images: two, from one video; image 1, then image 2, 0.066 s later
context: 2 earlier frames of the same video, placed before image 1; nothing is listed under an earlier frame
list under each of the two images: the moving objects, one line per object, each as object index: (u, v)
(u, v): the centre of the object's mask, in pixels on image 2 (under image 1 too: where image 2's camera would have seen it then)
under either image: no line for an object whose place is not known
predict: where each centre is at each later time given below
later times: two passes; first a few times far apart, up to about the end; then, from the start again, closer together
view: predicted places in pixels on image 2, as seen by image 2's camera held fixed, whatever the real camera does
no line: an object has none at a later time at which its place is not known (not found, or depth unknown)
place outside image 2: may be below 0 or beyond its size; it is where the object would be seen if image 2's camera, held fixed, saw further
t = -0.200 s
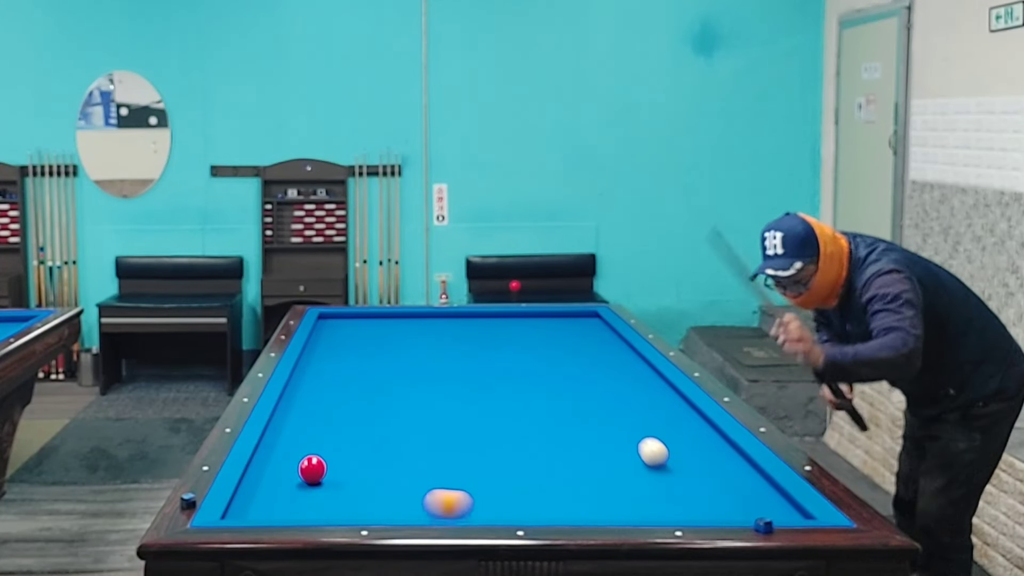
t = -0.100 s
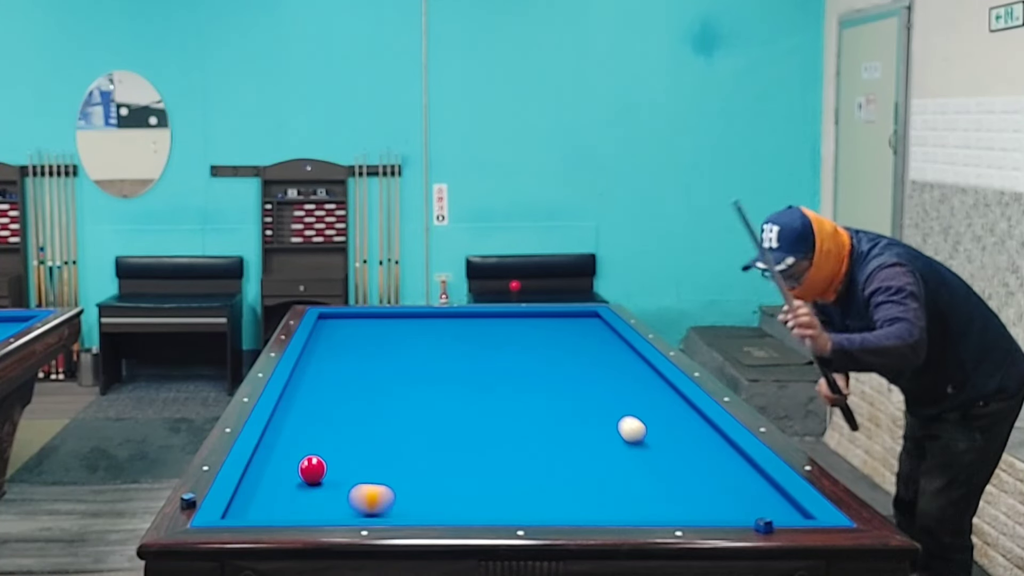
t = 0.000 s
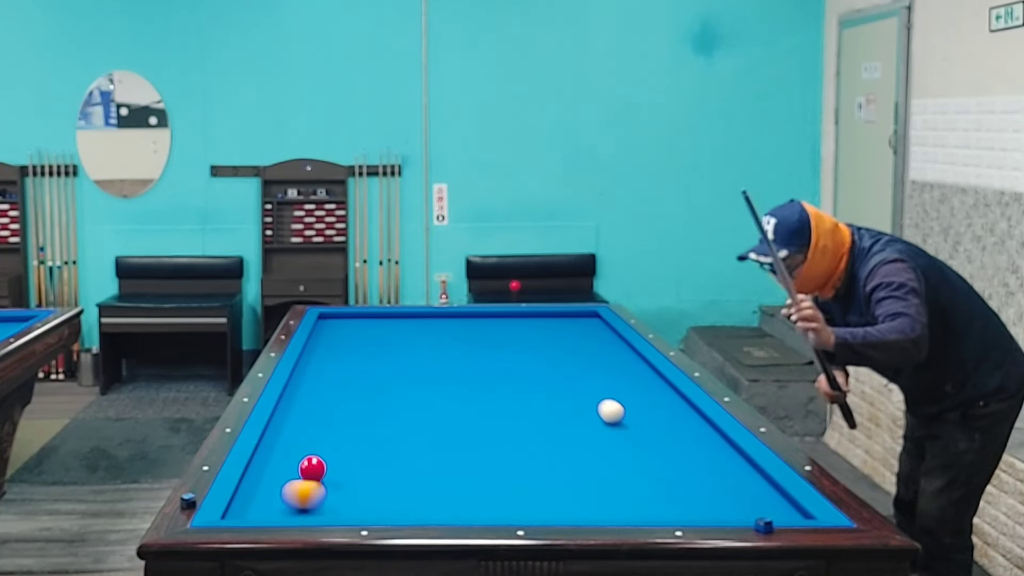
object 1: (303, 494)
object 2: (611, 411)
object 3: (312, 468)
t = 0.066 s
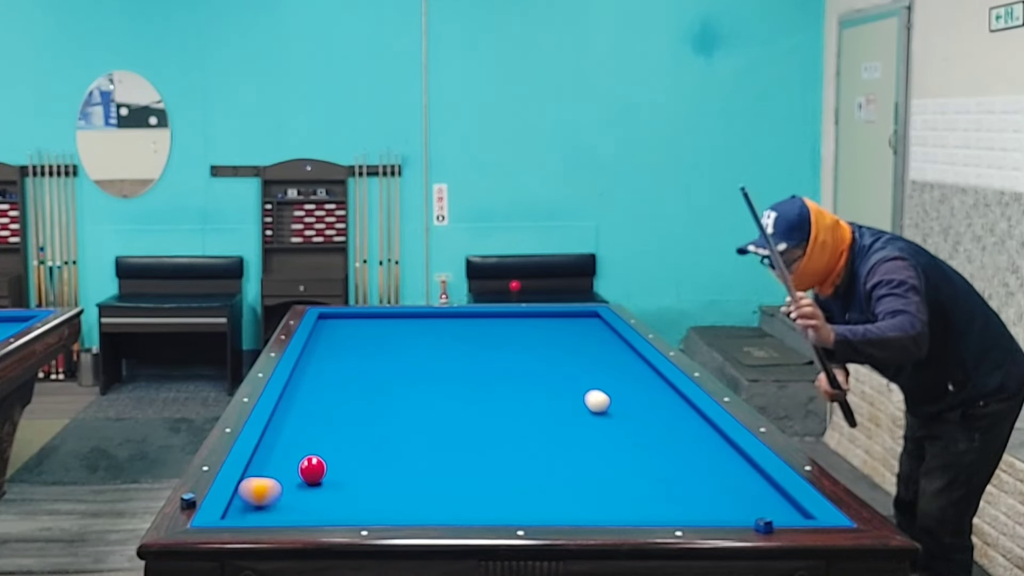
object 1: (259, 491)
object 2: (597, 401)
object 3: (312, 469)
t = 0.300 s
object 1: (343, 481)
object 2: (548, 375)
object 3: (312, 469)
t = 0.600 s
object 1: (446, 470)
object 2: (495, 350)
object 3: (312, 469)
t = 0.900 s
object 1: (542, 460)
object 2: (452, 330)
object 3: (312, 469)
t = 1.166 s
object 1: (622, 451)
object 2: (420, 315)
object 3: (312, 469)
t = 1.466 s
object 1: (706, 443)
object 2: (399, 321)
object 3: (312, 469)
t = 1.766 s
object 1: (677, 438)
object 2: (377, 329)
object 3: (312, 469)
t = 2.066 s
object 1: (630, 433)
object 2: (354, 338)
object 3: (312, 469)
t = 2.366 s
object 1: (585, 429)
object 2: (330, 348)
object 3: (312, 469)
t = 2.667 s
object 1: (544, 426)
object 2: (306, 359)
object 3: (312, 469)
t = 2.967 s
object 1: (505, 422)
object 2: (314, 368)
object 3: (312, 469)
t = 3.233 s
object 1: (473, 419)
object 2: (321, 377)
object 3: (312, 469)
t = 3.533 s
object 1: (438, 417)
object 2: (329, 388)
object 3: (312, 469)
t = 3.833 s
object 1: (406, 414)
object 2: (337, 399)
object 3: (312, 469)
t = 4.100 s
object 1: (379, 412)
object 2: (345, 409)
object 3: (312, 469)
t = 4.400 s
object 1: (361, 408)
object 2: (344, 423)
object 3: (312, 469)
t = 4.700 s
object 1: (347, 406)
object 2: (339, 436)
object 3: (312, 469)
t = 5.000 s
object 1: (336, 403)
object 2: (333, 452)
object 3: (312, 469)
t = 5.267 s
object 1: (326, 401)
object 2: (333, 464)
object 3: (307, 472)
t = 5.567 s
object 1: (316, 399)
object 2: (347, 470)
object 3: (291, 480)
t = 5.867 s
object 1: (308, 397)
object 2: (360, 476)
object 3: (276, 487)
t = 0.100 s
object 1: (253, 490)
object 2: (590, 397)
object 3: (312, 469)
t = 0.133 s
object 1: (270, 488)
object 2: (583, 392)
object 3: (312, 469)
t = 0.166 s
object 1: (287, 487)
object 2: (576, 389)
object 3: (313, 469)
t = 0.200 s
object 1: (302, 485)
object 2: (569, 385)
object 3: (313, 465)
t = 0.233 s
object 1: (317, 484)
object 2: (562, 381)
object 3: (311, 464)
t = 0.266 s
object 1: (331, 483)
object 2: (555, 378)
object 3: (310, 467)
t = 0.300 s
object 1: (343, 481)
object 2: (548, 375)
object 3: (312, 469)
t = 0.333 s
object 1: (355, 480)
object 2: (542, 372)
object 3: (312, 469)
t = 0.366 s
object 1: (367, 479)
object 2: (535, 369)
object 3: (312, 469)
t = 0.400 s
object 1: (379, 477)
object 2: (529, 366)
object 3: (312, 469)
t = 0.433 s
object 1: (390, 476)
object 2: (523, 363)
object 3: (312, 469)
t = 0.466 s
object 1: (401, 475)
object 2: (517, 360)
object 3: (312, 469)
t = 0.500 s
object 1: (413, 474)
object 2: (511, 358)
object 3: (312, 469)
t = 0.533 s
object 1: (424, 472)
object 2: (506, 355)
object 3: (312, 469)
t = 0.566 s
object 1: (435, 471)
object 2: (500, 352)
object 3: (312, 469)
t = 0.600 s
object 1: (446, 470)
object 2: (495, 350)
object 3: (312, 469)
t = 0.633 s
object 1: (457, 469)
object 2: (489, 347)
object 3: (312, 469)
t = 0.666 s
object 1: (468, 468)
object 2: (484, 345)
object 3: (312, 469)
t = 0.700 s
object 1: (479, 466)
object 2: (479, 343)
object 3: (312, 469)
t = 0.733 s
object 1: (490, 465)
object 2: (475, 341)
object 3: (312, 469)
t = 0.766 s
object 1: (500, 464)
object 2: (470, 338)
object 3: (312, 469)
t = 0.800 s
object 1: (511, 463)
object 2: (465, 336)
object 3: (312, 469)
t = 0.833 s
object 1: (522, 462)
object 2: (461, 334)
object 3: (312, 469)
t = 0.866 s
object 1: (532, 461)
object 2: (456, 332)
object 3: (312, 469)
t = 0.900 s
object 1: (542, 460)
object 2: (452, 330)
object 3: (312, 469)
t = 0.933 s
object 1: (552, 459)
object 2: (448, 328)
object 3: (312, 469)
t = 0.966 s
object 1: (563, 457)
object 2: (443, 326)
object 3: (312, 469)
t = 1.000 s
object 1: (573, 457)
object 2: (439, 324)
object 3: (312, 469)
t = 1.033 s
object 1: (583, 455)
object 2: (435, 322)
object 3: (312, 469)
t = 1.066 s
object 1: (593, 455)
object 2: (432, 320)
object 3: (312, 469)
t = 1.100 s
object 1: (603, 453)
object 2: (428, 319)
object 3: (312, 469)
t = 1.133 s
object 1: (612, 452)
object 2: (424, 317)
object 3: (312, 469)
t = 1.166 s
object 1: (622, 451)
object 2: (420, 315)
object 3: (312, 469)
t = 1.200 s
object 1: (632, 450)
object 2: (417, 314)
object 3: (312, 469)
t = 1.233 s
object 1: (641, 449)
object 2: (414, 313)
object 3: (312, 469)
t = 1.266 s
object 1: (651, 449)
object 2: (411, 314)
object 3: (312, 469)
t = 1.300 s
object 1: (660, 448)
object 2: (409, 315)
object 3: (312, 469)
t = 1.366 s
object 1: (679, 446)
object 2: (405, 318)
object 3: (312, 469)
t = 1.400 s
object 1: (688, 445)
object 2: (403, 319)
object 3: (312, 469)
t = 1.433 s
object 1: (697, 444)
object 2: (401, 320)
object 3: (312, 469)
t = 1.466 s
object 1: (706, 443)
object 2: (399, 321)
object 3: (312, 469)
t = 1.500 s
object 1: (715, 442)
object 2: (396, 321)
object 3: (312, 469)
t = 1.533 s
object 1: (720, 441)
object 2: (394, 322)
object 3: (312, 469)
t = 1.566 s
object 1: (713, 441)
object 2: (392, 324)
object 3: (312, 469)
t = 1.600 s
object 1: (706, 440)
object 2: (389, 324)
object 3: (312, 469)
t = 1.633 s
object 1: (699, 440)
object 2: (387, 325)
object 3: (312, 469)
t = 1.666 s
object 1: (694, 439)
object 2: (384, 326)
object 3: (312, 469)
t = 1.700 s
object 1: (688, 439)
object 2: (382, 327)
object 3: (312, 469)
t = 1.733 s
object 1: (682, 438)
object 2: (380, 328)
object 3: (312, 469)
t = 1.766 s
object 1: (677, 438)
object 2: (377, 329)
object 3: (312, 469)
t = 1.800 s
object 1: (672, 437)
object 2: (375, 330)
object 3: (312, 469)
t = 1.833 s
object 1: (666, 437)
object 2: (372, 331)
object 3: (312, 469)
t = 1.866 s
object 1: (660, 436)
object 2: (370, 332)
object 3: (312, 469)
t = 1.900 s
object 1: (655, 436)
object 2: (367, 333)
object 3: (312, 469)
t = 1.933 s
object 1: (650, 435)
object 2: (365, 334)
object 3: (312, 469)
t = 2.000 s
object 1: (640, 434)
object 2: (360, 336)
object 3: (312, 469)
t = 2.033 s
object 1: (635, 434)
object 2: (357, 337)
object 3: (312, 469)
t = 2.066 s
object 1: (630, 433)
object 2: (354, 338)
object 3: (312, 469)
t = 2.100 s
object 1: (624, 433)
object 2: (352, 340)
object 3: (312, 469)
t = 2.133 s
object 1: (619, 432)
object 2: (349, 341)
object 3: (312, 469)
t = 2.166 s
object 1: (614, 432)
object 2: (347, 342)
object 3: (312, 469)
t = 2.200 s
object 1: (609, 432)
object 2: (344, 343)
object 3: (312, 469)
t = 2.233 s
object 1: (604, 431)
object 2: (341, 344)
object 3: (312, 469)
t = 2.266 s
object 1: (599, 431)
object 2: (339, 345)
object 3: (312, 469)
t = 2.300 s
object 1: (595, 430)
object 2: (336, 346)
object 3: (312, 469)
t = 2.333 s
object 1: (590, 430)
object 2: (333, 347)
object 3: (312, 469)
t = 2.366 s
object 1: (585, 429)
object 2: (330, 348)
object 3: (312, 469)
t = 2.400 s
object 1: (580, 429)
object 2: (328, 350)
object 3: (312, 469)
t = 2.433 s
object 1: (576, 429)
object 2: (325, 351)
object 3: (312, 469)
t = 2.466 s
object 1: (571, 428)
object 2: (322, 352)
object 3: (312, 469)
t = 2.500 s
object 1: (567, 428)
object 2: (319, 353)
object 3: (312, 469)
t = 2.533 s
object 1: (562, 427)
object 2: (316, 354)
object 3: (312, 469)
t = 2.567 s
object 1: (557, 427)
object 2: (313, 355)
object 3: (312, 469)
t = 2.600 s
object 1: (553, 426)
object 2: (311, 357)
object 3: (312, 469)
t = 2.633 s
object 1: (548, 426)
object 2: (308, 358)
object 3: (312, 469)
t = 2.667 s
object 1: (544, 426)
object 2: (306, 359)
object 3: (312, 469)
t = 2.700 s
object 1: (539, 425)
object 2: (307, 360)
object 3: (312, 469)
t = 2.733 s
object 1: (535, 425)
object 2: (308, 361)
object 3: (312, 469)
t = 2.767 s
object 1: (530, 425)
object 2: (309, 362)
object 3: (312, 469)
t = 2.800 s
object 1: (526, 424)
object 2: (309, 363)
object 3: (312, 469)
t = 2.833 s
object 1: (522, 424)
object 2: (310, 364)
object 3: (312, 469)
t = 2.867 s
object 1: (518, 423)
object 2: (311, 365)
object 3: (312, 469)
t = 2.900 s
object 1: (514, 423)
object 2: (312, 366)
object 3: (312, 469)
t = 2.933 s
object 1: (509, 423)
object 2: (313, 367)
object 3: (312, 469)
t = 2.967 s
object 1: (505, 422)
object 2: (314, 368)
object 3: (312, 469)
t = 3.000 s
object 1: (501, 422)
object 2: (314, 370)
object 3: (312, 469)
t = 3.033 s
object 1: (497, 422)
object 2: (315, 371)
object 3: (312, 469)
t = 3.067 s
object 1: (493, 421)
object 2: (316, 372)
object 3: (312, 469)
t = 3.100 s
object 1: (489, 421)
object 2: (317, 373)
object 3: (312, 469)
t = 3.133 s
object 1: (484, 421)
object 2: (318, 374)
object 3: (312, 469)
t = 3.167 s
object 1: (481, 420)
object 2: (319, 375)
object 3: (312, 469)
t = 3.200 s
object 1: (477, 420)
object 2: (320, 376)
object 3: (312, 469)
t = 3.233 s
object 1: (473, 419)
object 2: (321, 377)
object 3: (312, 469)
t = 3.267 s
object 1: (469, 419)
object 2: (321, 379)
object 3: (312, 469)
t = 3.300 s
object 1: (465, 419)
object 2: (322, 380)
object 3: (312, 469)
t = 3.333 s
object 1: (461, 418)
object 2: (323, 381)
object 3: (312, 469)
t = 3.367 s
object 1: (457, 418)
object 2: (324, 382)
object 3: (312, 469)
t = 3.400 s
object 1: (453, 418)
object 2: (325, 383)
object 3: (312, 469)
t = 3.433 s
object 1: (449, 418)
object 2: (326, 384)
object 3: (312, 469)
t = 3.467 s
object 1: (446, 417)
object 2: (327, 386)
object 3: (312, 469)
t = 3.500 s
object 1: (442, 417)
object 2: (328, 387)
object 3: (312, 469)
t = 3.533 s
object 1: (438, 417)
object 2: (329, 388)
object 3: (312, 469)
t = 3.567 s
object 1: (435, 416)
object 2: (330, 389)
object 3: (312, 469)
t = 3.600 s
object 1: (431, 416)
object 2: (331, 390)
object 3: (312, 469)
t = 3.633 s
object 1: (427, 416)
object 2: (332, 392)
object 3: (312, 469)
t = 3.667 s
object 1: (424, 415)
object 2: (333, 393)
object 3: (312, 469)
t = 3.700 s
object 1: (420, 415)
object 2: (333, 394)
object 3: (312, 469)
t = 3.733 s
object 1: (417, 415)
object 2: (334, 395)
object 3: (312, 469)
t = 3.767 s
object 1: (413, 414)
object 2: (335, 396)
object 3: (312, 469)
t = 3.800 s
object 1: (410, 414)
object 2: (336, 398)
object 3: (312, 469)
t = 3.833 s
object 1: (406, 414)
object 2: (337, 399)
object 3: (312, 469)
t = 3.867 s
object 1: (403, 413)
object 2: (338, 400)
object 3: (312, 469)
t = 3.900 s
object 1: (399, 413)
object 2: (339, 402)
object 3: (312, 469)
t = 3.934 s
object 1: (396, 413)
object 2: (340, 403)
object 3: (312, 469)
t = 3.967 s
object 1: (392, 413)
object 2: (341, 404)
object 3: (312, 469)
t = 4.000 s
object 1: (389, 412)
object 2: (342, 405)
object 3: (312, 469)
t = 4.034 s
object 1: (386, 412)
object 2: (343, 407)
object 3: (312, 469)
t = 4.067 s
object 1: (382, 412)
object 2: (344, 408)
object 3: (312, 469)
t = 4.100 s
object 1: (379, 412)
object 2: (345, 409)
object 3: (312, 469)
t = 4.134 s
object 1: (376, 411)
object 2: (346, 411)
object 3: (312, 469)
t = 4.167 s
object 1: (373, 411)
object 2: (347, 412)
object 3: (312, 469)
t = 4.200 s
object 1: (370, 411)
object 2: (347, 414)
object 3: (312, 469)
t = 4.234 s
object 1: (369, 411)
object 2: (347, 415)
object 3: (312, 469)
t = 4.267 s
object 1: (367, 410)
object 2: (346, 417)
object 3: (312, 469)
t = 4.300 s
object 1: (366, 410)
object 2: (346, 418)
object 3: (312, 469)
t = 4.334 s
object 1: (364, 409)
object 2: (345, 420)
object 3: (312, 469)
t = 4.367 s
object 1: (363, 409)
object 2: (345, 421)
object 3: (312, 469)
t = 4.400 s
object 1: (361, 408)
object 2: (344, 423)
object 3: (312, 469)
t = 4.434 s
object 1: (359, 408)
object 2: (344, 424)
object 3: (312, 469)
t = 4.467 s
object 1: (358, 407)
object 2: (343, 425)
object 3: (312, 469)
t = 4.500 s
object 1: (356, 407)
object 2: (342, 427)
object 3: (312, 469)
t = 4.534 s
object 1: (355, 407)
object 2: (342, 429)
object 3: (312, 469)
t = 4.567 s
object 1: (353, 407)
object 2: (341, 430)
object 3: (312, 469)
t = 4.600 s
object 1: (351, 407)
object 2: (341, 432)
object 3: (312, 469)
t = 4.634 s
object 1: (350, 406)
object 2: (340, 433)
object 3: (312, 469)
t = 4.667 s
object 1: (349, 406)
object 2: (339, 435)
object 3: (312, 469)
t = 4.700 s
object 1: (347, 406)
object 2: (339, 436)
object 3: (312, 469)
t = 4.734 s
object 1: (346, 405)
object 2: (338, 438)
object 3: (312, 469)
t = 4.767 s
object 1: (345, 405)
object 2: (337, 440)
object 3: (312, 469)
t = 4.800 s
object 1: (343, 405)
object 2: (337, 441)
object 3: (312, 469)
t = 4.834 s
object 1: (342, 404)
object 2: (336, 443)
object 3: (312, 469)
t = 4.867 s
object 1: (341, 404)
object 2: (335, 445)
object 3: (312, 469)
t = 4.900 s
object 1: (339, 404)
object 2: (335, 447)
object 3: (312, 469)
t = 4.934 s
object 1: (338, 403)
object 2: (334, 448)
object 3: (312, 469)
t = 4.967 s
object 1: (337, 403)
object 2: (334, 450)
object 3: (312, 469)
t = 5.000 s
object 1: (336, 403)
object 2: (333, 452)
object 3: (312, 469)
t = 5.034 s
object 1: (335, 403)
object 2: (333, 453)
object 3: (312, 469)
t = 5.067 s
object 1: (333, 403)
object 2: (332, 455)
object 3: (312, 469)
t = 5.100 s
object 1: (332, 402)
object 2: (332, 456)
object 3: (312, 469)
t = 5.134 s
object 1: (331, 402)
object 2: (331, 458)
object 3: (312, 469)
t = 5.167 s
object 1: (330, 402)
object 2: (331, 459)
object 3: (312, 469)
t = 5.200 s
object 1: (329, 402)
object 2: (331, 461)
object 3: (311, 470)
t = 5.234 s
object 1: (327, 401)
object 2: (332, 462)
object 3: (308, 471)
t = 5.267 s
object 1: (326, 401)
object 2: (333, 464)
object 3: (307, 472)
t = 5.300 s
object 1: (325, 401)
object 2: (334, 464)
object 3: (305, 473)
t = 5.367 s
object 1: (323, 401)
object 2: (337, 466)
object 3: (301, 475)
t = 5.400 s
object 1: (322, 400)
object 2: (339, 467)
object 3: (300, 476)
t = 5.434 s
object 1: (321, 400)
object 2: (340, 467)
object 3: (298, 476)
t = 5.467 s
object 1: (319, 400)
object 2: (342, 468)
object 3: (296, 477)
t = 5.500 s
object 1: (318, 400)
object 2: (343, 469)
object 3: (294, 478)
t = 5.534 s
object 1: (317, 399)
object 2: (345, 470)
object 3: (293, 479)
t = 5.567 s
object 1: (316, 399)
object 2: (347, 470)
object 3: (291, 480)
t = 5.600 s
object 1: (315, 399)
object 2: (348, 471)
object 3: (289, 481)
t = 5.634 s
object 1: (314, 399)
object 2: (349, 472)
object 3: (287, 482)
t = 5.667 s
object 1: (313, 398)
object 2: (351, 472)
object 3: (286, 482)
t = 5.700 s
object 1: (312, 398)
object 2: (352, 473)
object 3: (284, 483)
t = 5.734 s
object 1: (311, 398)
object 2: (354, 473)
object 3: (282, 484)
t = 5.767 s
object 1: (310, 398)
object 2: (355, 474)
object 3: (280, 485)
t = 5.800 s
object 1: (309, 398)
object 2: (357, 475)
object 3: (279, 486)
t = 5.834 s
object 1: (308, 397)
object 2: (358, 475)
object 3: (277, 486)
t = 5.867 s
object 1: (308, 397)
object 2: (360, 476)
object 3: (276, 487)
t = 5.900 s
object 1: (307, 397)
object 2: (361, 476)
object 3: (274, 488)
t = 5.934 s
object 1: (306, 396)
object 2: (363, 477)
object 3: (272, 489)
